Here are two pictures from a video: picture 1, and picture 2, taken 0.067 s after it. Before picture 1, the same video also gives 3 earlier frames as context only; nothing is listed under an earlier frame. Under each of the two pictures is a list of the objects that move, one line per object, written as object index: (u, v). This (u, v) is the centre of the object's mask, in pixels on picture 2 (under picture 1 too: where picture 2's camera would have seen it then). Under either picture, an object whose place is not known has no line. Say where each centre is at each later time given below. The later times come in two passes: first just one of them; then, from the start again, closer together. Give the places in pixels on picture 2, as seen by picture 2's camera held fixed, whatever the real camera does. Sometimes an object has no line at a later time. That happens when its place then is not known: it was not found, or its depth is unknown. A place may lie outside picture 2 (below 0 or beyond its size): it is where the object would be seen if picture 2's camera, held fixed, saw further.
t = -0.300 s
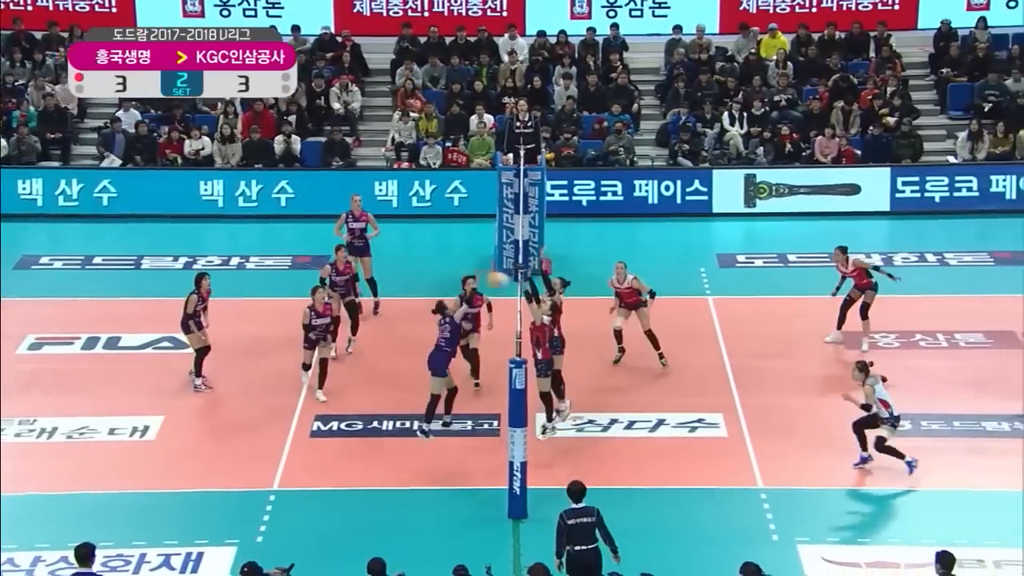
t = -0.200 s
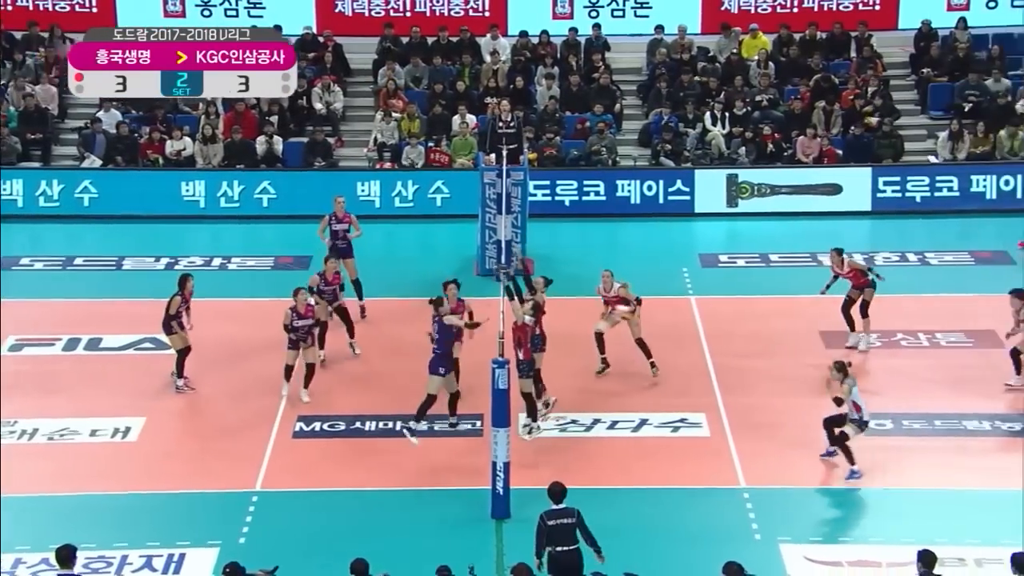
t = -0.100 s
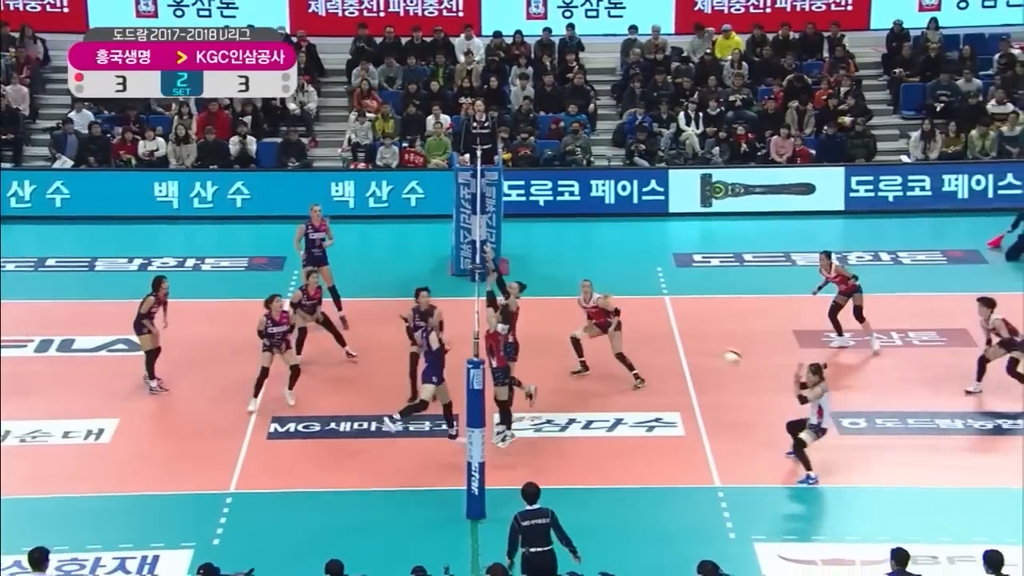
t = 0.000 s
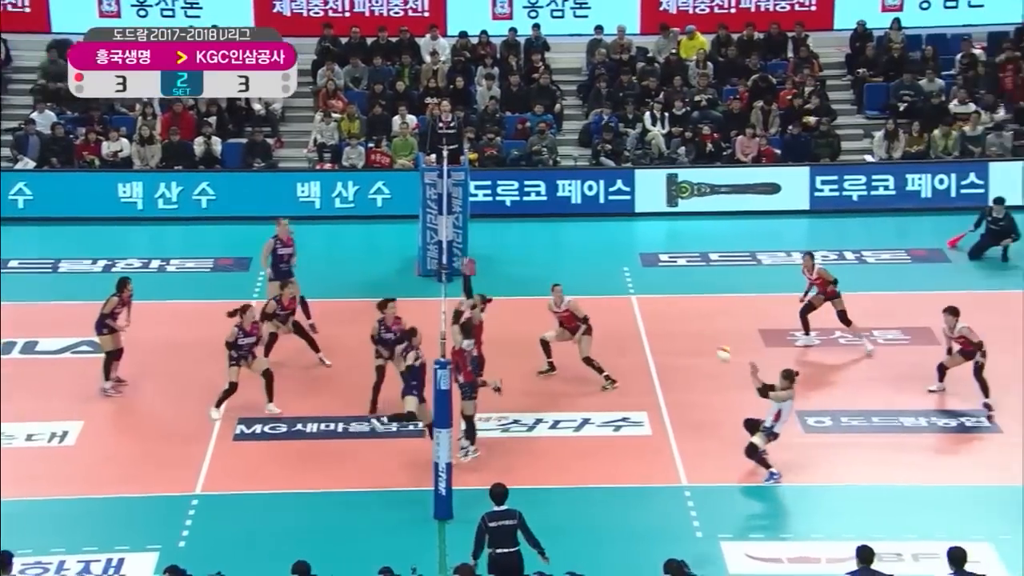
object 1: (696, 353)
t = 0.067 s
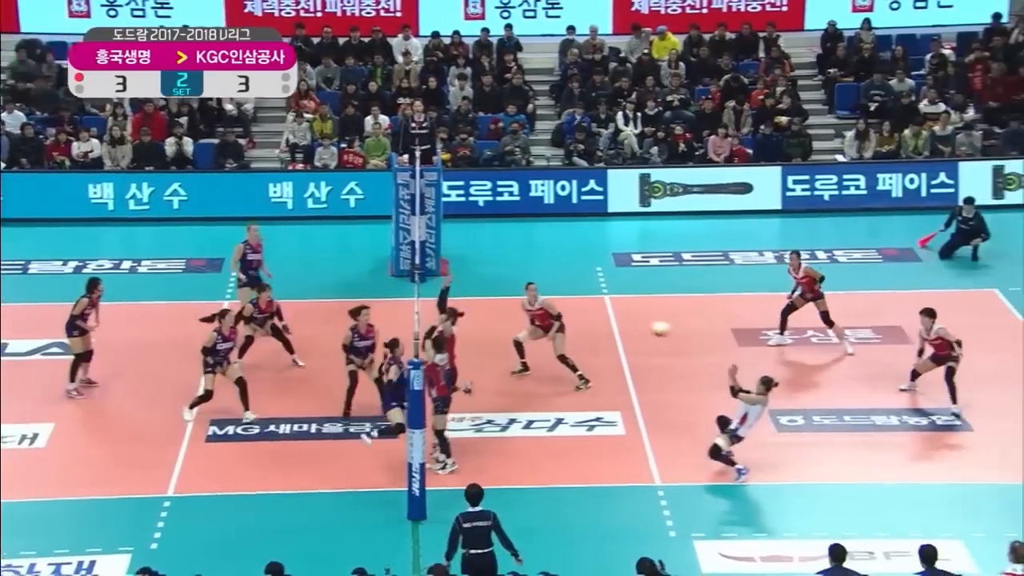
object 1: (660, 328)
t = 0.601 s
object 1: (350, 252)
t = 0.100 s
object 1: (640, 315)
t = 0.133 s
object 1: (623, 305)
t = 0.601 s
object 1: (350, 252)
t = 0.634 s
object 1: (331, 254)
